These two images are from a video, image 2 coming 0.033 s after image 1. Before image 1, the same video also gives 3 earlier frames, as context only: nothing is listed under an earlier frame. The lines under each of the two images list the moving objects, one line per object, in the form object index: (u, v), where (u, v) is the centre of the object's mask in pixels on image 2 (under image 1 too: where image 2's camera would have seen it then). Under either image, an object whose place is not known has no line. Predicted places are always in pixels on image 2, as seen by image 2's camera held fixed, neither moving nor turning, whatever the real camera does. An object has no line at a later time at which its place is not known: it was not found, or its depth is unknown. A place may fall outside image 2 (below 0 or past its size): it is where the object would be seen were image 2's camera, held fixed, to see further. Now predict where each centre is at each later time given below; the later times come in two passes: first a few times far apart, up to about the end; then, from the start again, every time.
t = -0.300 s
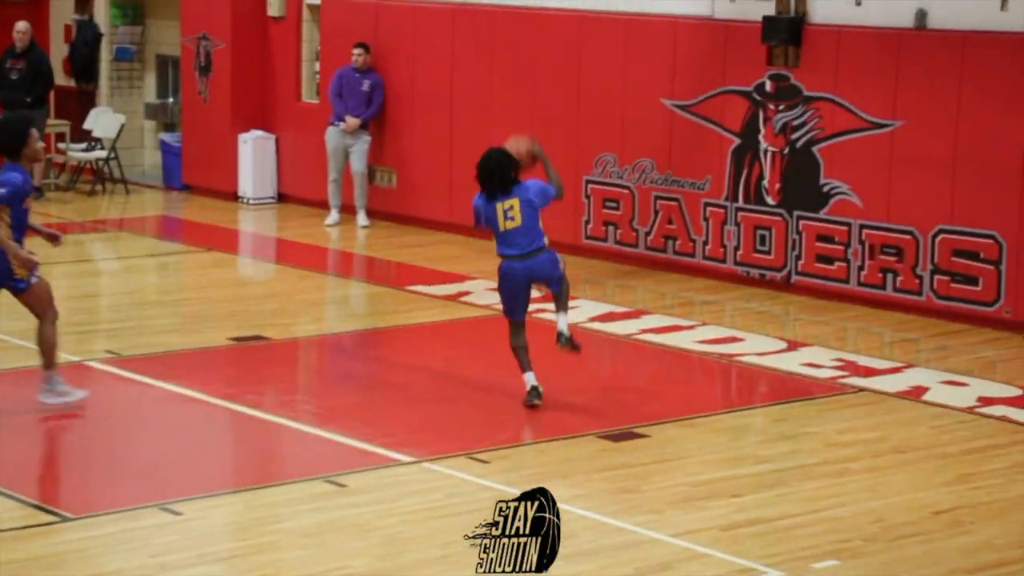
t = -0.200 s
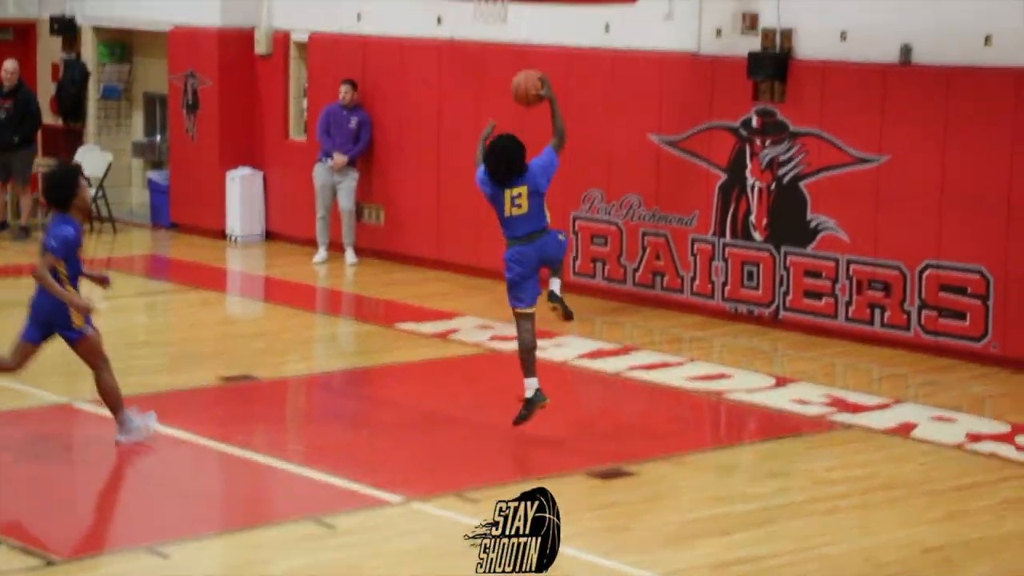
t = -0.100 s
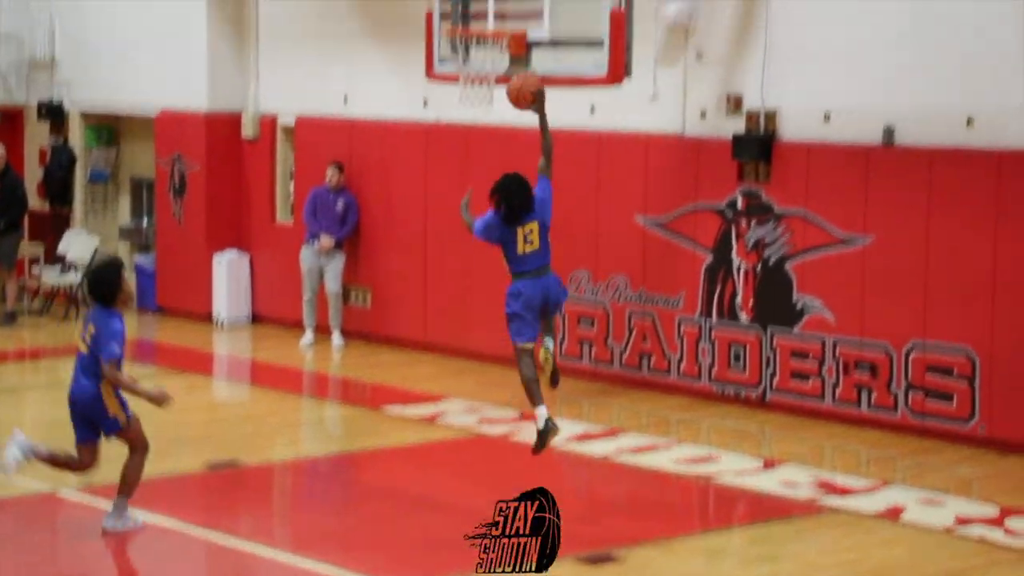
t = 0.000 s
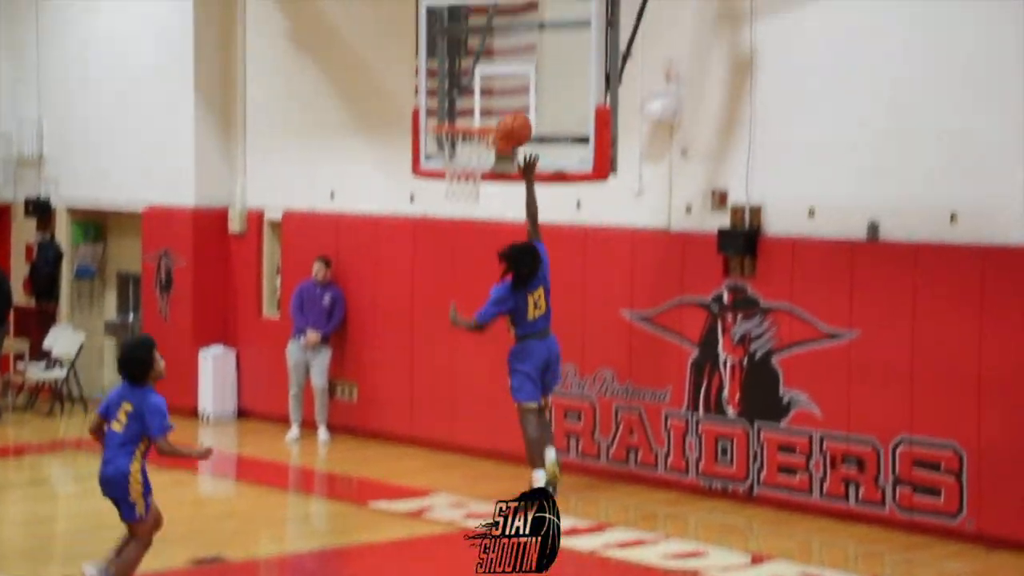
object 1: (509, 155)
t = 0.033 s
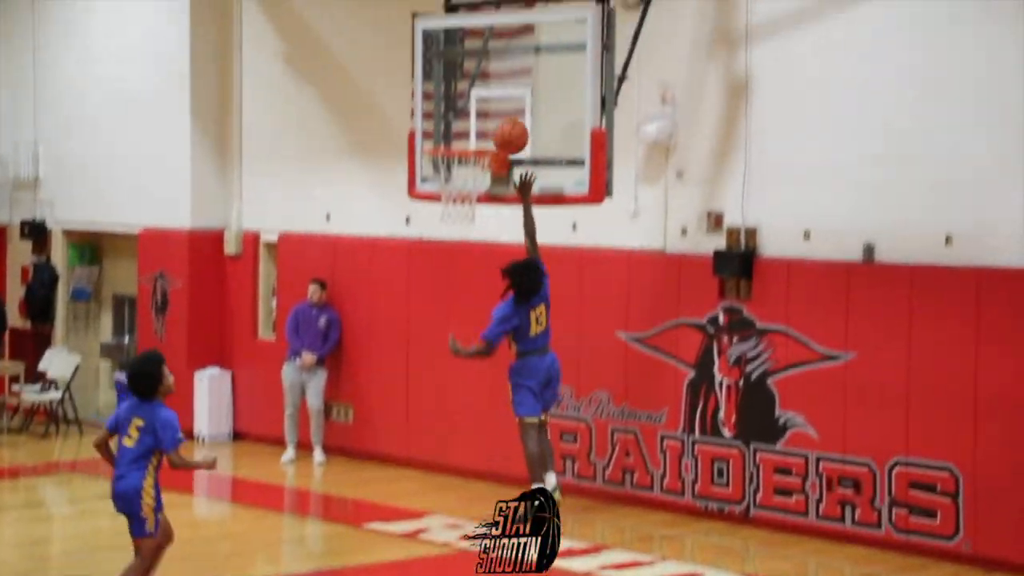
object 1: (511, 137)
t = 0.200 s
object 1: (506, 88)
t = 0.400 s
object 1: (463, 98)
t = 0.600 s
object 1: (449, 137)
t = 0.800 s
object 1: (447, 141)
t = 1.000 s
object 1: (458, 187)
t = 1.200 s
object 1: (474, 248)
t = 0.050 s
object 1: (511, 130)
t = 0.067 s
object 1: (511, 123)
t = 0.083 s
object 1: (512, 117)
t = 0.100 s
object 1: (512, 111)
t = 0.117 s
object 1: (512, 106)
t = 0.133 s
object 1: (512, 101)
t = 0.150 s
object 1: (512, 96)
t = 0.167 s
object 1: (512, 92)
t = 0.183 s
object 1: (511, 90)
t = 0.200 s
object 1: (506, 88)
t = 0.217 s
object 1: (503, 87)
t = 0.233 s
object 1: (499, 86)
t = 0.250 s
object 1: (496, 85)
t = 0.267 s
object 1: (492, 85)
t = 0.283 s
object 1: (488, 85)
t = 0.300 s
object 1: (485, 85)
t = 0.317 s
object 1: (481, 86)
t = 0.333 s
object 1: (478, 87)
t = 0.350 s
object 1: (474, 90)
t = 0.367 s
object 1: (471, 93)
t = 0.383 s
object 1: (467, 95)
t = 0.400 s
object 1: (463, 98)
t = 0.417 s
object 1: (459, 102)
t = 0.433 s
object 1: (456, 106)
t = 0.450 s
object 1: (452, 111)
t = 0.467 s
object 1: (449, 115)
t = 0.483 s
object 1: (447, 121)
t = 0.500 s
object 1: (442, 127)
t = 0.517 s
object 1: (438, 133)
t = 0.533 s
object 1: (437, 137)
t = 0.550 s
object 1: (439, 136)
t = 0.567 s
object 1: (442, 135)
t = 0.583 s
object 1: (446, 136)
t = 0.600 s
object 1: (449, 137)
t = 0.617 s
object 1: (453, 136)
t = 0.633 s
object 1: (456, 137)
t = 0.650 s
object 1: (459, 138)
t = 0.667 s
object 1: (462, 139)
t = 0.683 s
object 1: (465, 140)
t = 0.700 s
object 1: (463, 140)
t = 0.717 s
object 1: (460, 140)
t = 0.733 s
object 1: (457, 140)
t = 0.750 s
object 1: (455, 140)
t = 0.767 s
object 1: (452, 140)
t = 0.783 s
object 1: (450, 140)
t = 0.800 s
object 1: (447, 141)
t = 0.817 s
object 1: (444, 142)
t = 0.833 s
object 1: (440, 152)
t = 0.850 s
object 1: (442, 154)
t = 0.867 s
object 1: (445, 157)
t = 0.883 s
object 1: (446, 159)
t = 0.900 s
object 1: (447, 162)
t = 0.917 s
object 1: (448, 165)
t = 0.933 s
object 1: (450, 169)
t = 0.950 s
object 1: (454, 173)
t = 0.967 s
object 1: (455, 175)
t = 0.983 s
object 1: (456, 184)
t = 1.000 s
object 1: (458, 187)
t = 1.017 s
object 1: (460, 192)
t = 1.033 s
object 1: (462, 197)
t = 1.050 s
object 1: (463, 201)
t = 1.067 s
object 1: (464, 205)
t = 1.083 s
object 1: (467, 210)
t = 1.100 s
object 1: (467, 215)
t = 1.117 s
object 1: (468, 219)
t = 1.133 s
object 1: (469, 224)
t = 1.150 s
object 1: (470, 230)
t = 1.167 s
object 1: (471, 235)
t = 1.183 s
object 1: (473, 242)
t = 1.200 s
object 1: (474, 248)
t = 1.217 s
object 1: (475, 256)
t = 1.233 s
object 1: (476, 263)
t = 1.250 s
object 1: (476, 272)
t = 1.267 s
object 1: (477, 280)
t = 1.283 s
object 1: (477, 289)
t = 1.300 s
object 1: (479, 298)
